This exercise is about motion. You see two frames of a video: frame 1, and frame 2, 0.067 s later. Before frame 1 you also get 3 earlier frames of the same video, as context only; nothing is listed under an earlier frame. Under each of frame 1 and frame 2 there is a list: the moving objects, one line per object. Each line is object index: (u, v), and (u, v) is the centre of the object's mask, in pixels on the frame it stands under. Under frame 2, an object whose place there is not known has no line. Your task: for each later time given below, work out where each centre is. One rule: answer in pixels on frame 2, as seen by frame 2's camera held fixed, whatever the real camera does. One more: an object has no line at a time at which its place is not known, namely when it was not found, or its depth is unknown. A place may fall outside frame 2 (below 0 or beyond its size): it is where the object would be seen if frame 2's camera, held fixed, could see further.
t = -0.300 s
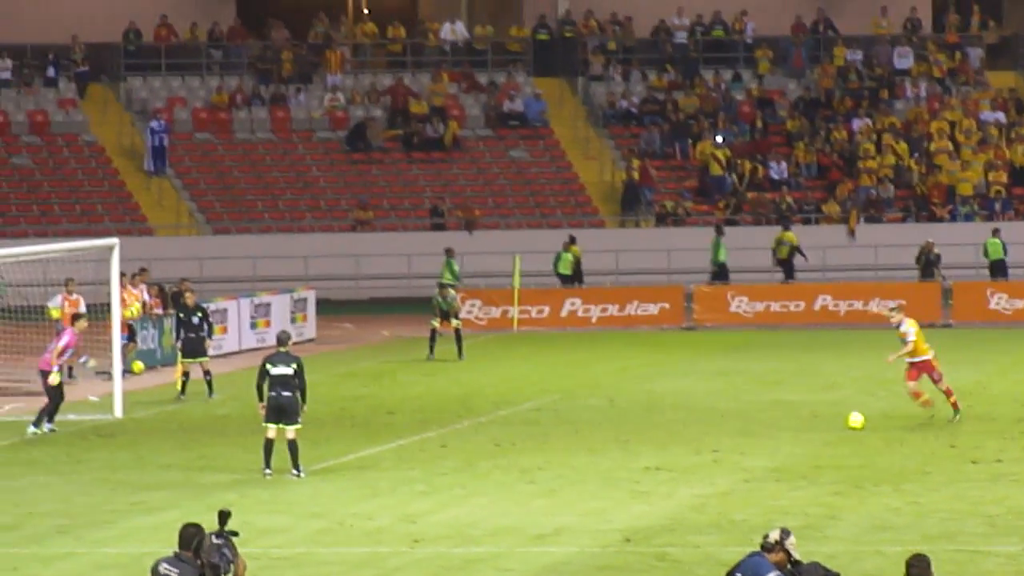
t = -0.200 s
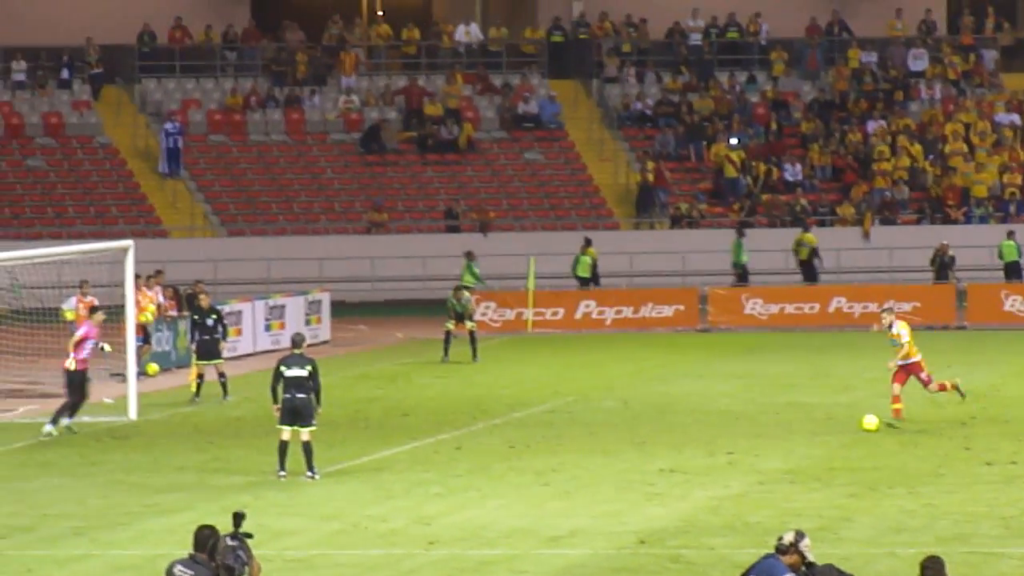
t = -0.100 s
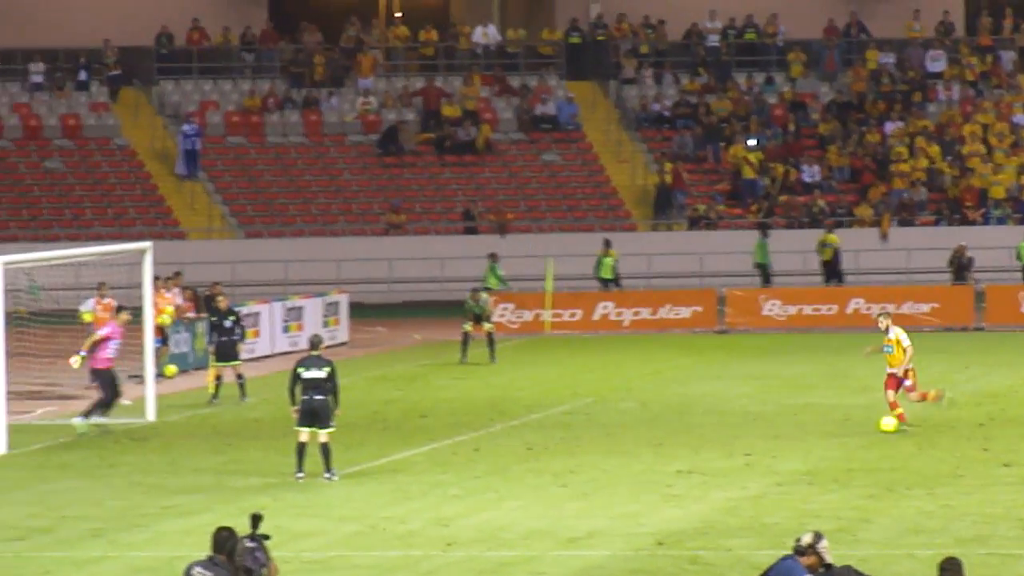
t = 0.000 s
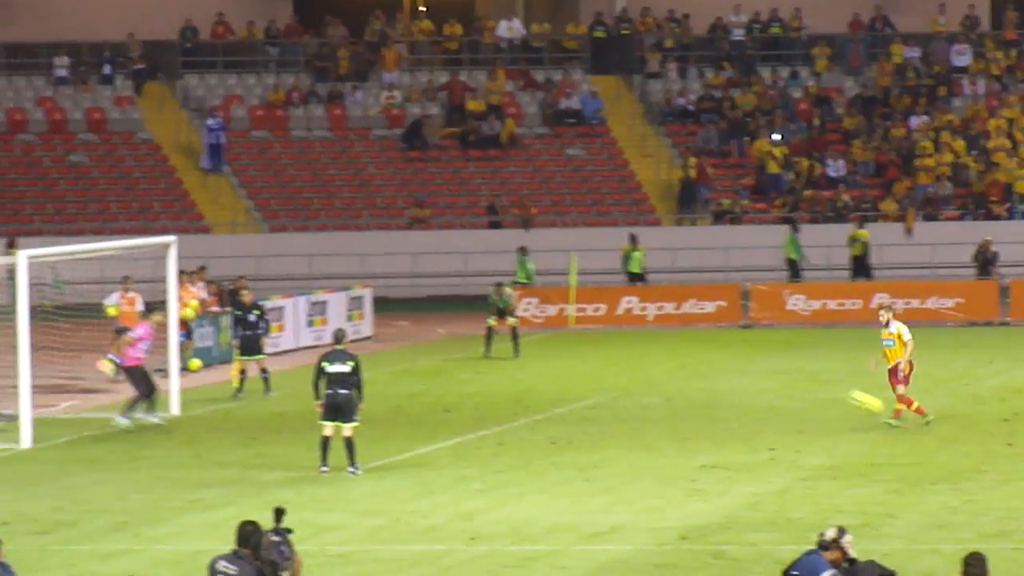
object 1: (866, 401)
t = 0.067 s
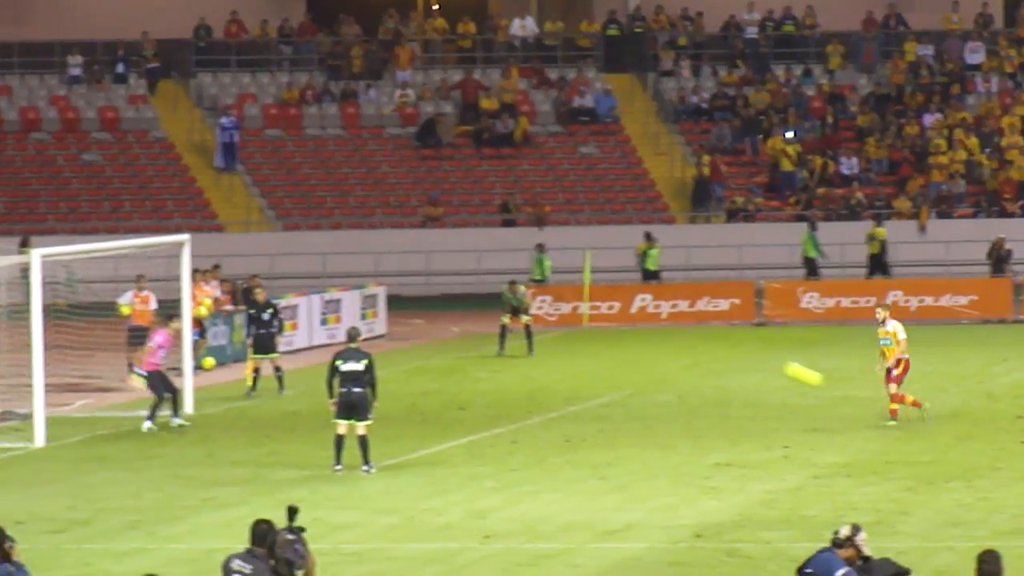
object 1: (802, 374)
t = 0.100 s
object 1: (766, 362)
